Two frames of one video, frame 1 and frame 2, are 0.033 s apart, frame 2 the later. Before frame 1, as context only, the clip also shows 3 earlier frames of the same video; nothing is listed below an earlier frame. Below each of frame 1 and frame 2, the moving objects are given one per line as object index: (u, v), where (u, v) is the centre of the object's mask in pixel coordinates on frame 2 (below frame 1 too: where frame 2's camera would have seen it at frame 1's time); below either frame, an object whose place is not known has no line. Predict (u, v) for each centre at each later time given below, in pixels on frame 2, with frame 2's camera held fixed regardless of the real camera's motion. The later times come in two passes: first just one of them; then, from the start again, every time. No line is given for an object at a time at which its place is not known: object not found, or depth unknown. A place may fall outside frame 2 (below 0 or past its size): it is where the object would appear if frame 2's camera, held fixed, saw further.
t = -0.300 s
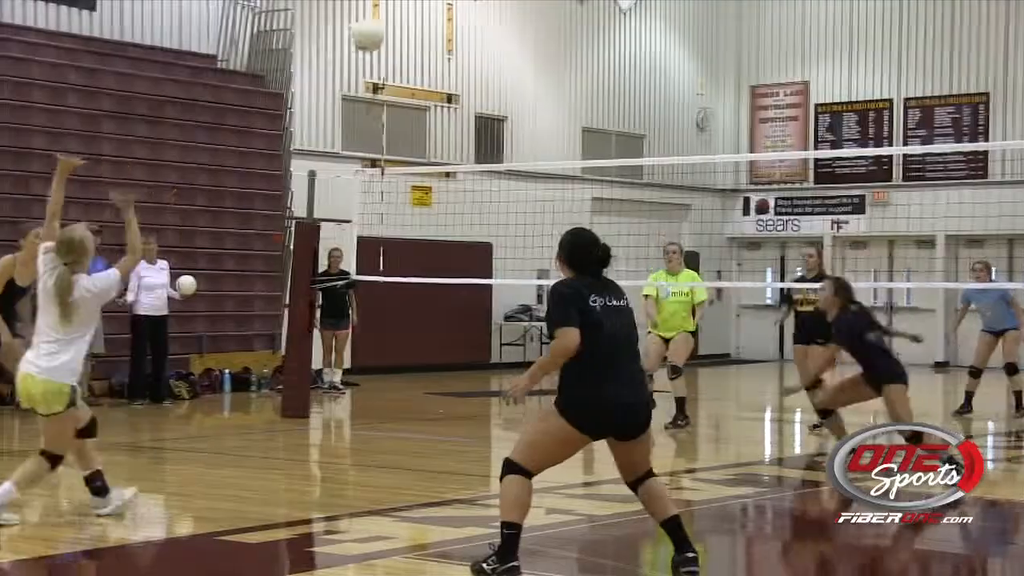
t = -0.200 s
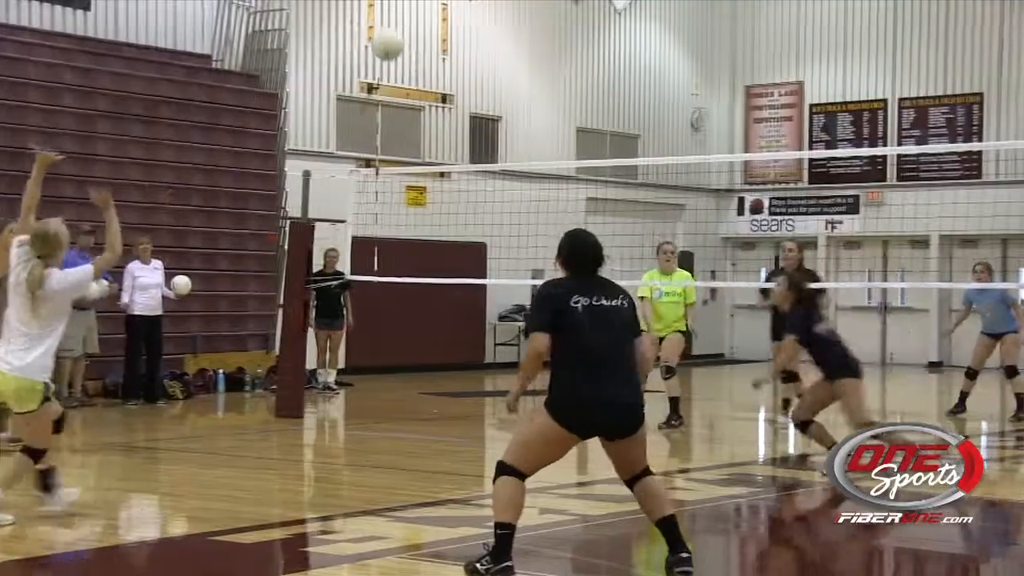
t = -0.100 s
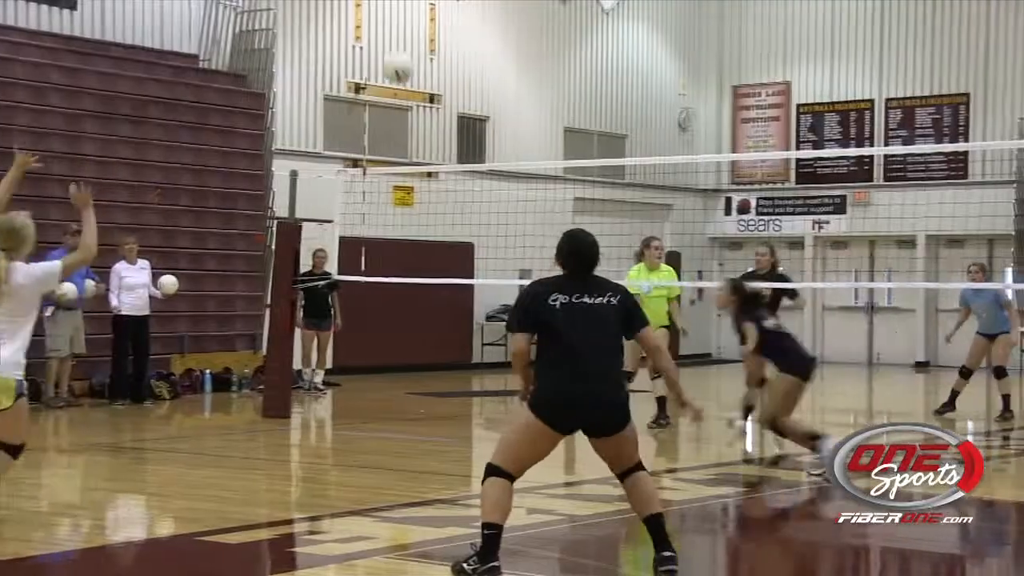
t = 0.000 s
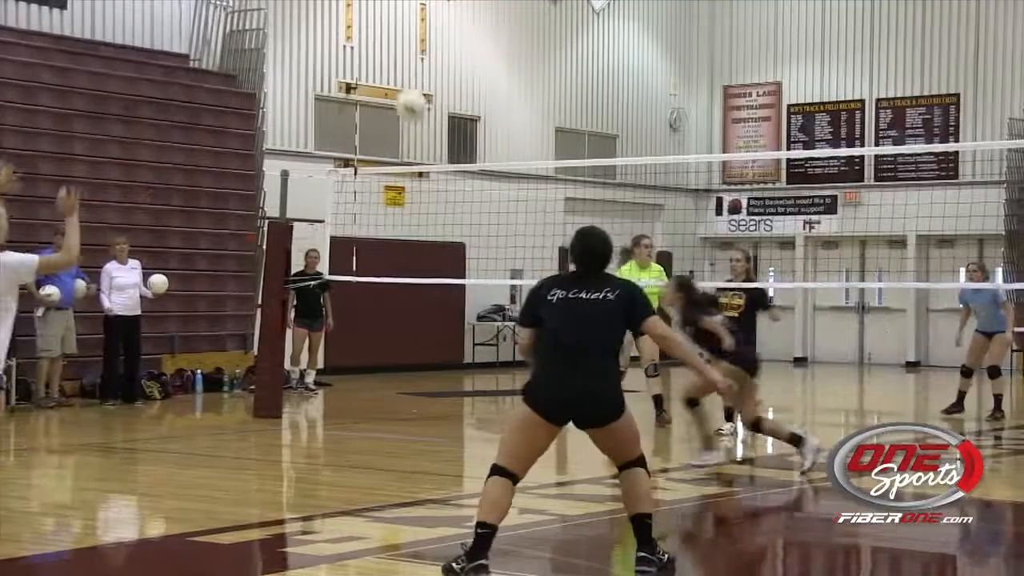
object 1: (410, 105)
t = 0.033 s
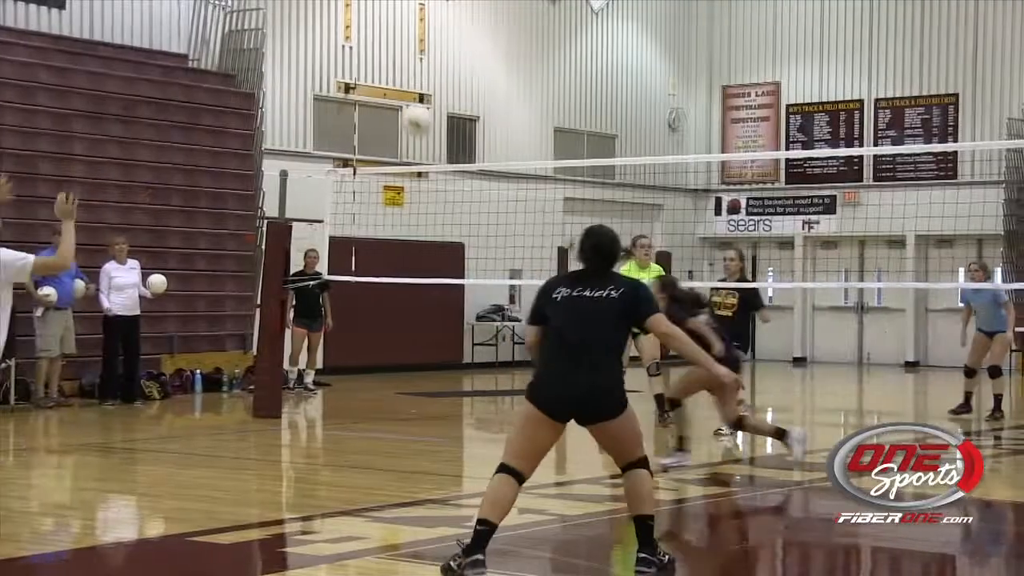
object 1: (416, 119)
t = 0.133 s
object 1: (436, 174)
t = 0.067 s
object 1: (423, 136)
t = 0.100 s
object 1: (430, 154)
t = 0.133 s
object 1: (436, 174)
